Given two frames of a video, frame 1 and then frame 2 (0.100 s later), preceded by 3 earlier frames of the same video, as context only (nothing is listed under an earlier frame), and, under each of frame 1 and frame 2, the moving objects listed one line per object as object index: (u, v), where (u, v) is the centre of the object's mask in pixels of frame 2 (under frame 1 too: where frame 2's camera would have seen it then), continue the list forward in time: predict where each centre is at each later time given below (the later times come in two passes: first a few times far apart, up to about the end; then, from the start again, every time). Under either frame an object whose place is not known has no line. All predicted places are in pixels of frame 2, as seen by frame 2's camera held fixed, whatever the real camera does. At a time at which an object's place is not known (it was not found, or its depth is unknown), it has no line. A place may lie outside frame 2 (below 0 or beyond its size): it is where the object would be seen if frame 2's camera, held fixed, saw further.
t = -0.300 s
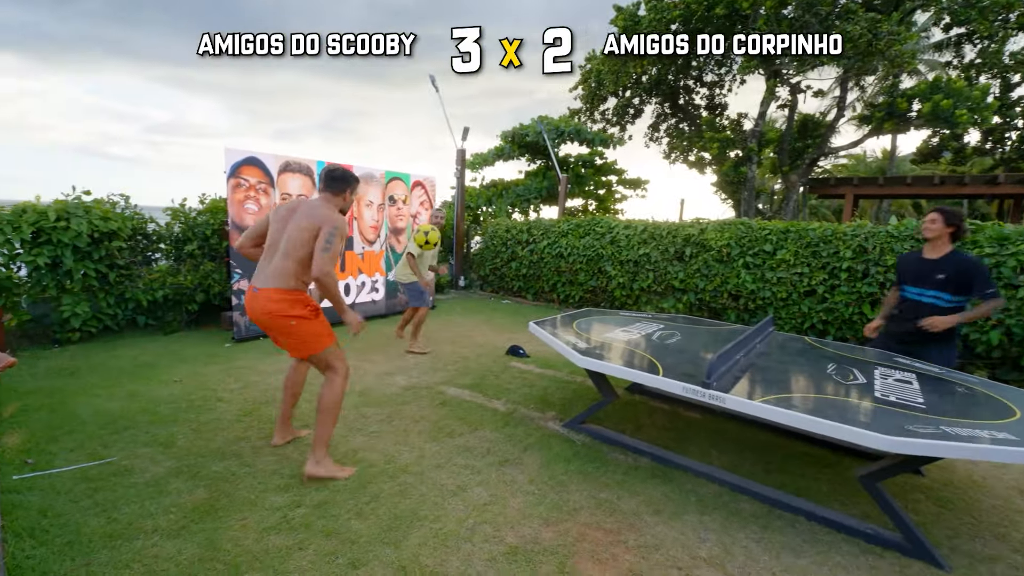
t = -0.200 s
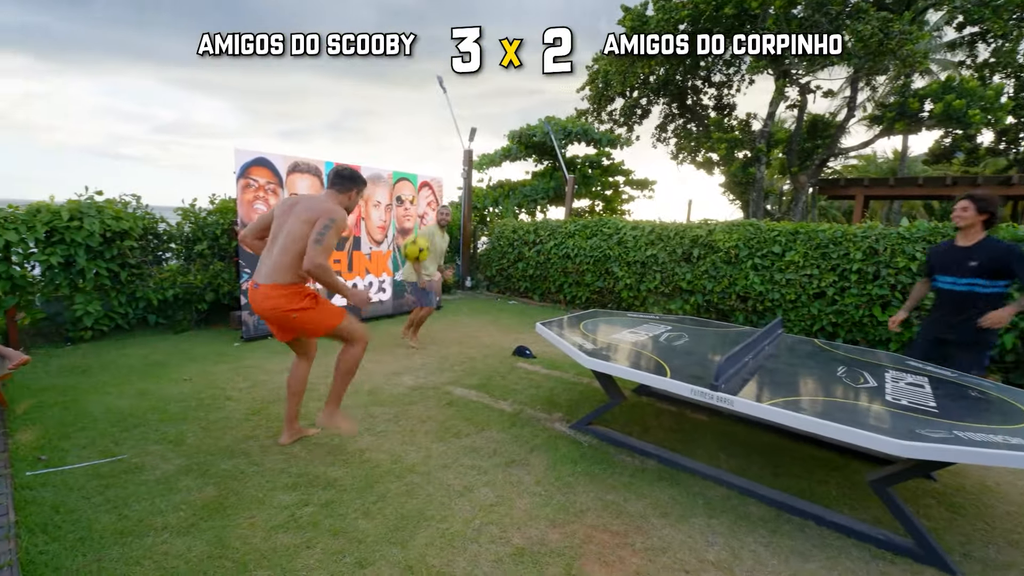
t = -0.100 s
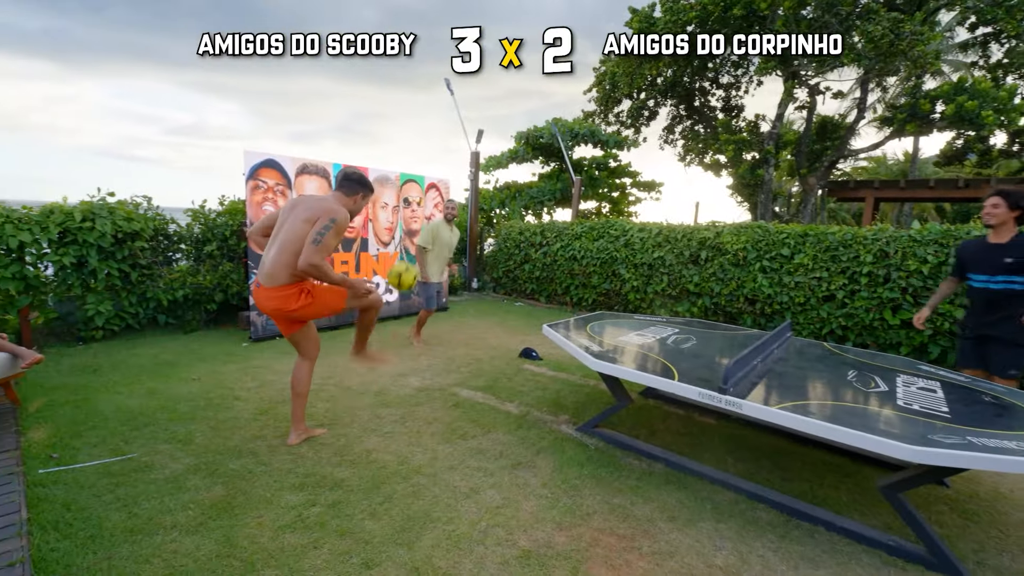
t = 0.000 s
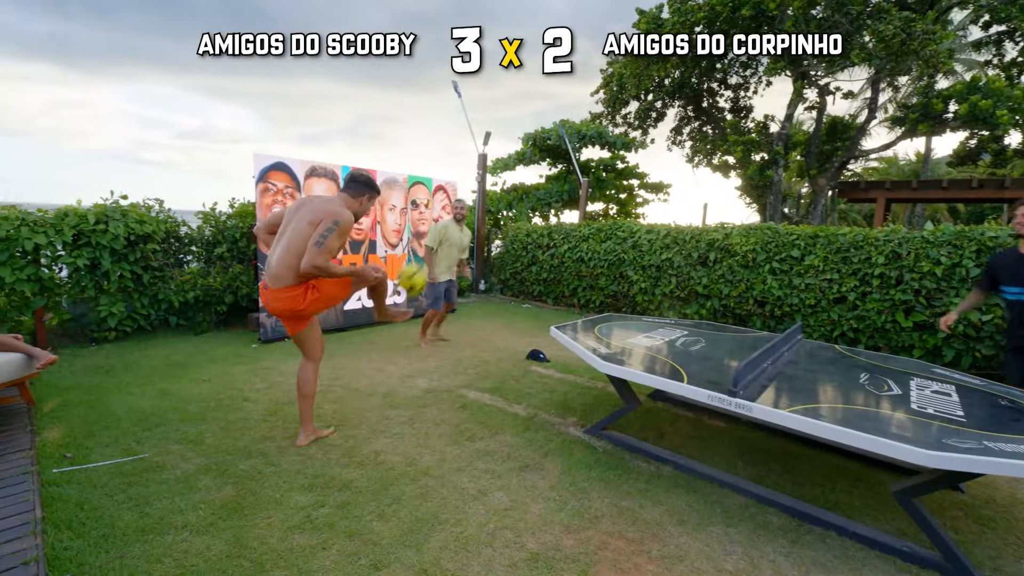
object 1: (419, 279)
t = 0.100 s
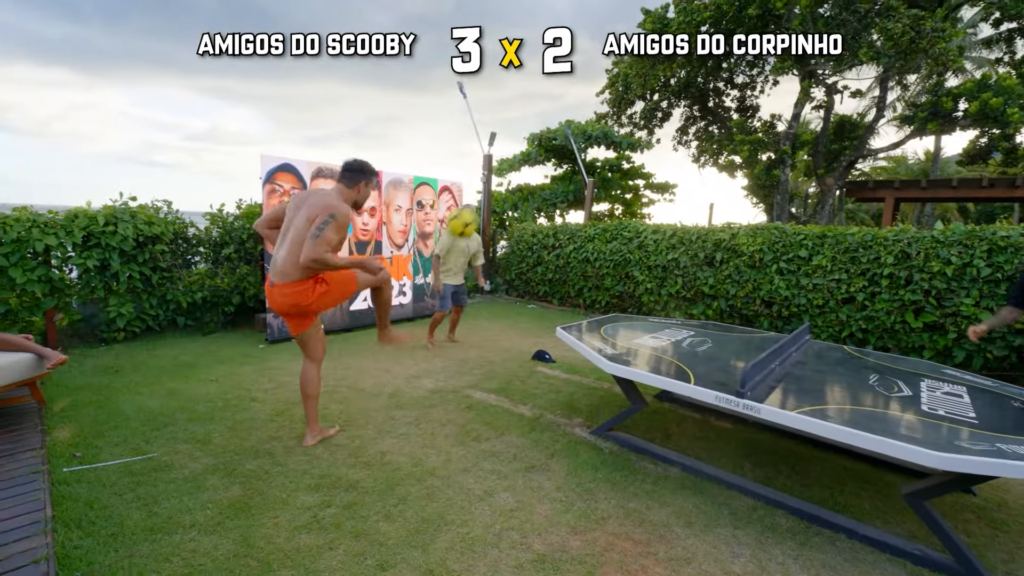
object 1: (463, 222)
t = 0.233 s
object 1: (519, 167)
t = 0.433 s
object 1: (605, 136)
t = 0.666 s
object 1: (696, 169)
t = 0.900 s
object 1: (770, 275)
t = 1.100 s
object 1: (738, 313)
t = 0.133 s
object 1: (477, 208)
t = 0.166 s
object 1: (490, 192)
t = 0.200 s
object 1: (503, 180)
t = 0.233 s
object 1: (519, 167)
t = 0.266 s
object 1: (534, 158)
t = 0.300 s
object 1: (549, 151)
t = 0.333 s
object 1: (563, 145)
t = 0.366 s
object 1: (577, 140)
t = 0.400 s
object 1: (592, 137)
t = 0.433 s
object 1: (605, 136)
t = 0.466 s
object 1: (619, 136)
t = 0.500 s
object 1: (633, 137)
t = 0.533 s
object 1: (645, 141)
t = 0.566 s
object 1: (659, 146)
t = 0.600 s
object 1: (672, 153)
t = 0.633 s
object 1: (684, 160)
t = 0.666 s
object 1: (696, 169)
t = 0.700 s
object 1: (708, 180)
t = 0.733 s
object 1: (718, 195)
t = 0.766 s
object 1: (729, 209)
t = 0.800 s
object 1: (740, 225)
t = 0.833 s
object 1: (750, 240)
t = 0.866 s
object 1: (760, 256)
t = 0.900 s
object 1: (770, 275)
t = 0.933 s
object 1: (779, 295)
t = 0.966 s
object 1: (786, 314)
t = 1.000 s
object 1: (776, 317)
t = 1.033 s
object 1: (762, 317)
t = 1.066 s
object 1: (748, 317)
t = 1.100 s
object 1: (738, 313)
